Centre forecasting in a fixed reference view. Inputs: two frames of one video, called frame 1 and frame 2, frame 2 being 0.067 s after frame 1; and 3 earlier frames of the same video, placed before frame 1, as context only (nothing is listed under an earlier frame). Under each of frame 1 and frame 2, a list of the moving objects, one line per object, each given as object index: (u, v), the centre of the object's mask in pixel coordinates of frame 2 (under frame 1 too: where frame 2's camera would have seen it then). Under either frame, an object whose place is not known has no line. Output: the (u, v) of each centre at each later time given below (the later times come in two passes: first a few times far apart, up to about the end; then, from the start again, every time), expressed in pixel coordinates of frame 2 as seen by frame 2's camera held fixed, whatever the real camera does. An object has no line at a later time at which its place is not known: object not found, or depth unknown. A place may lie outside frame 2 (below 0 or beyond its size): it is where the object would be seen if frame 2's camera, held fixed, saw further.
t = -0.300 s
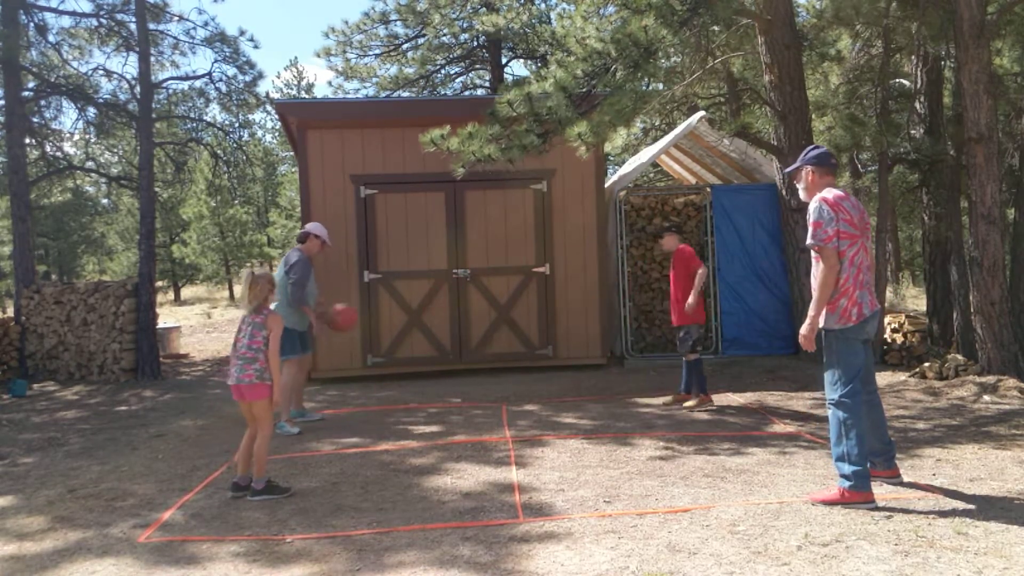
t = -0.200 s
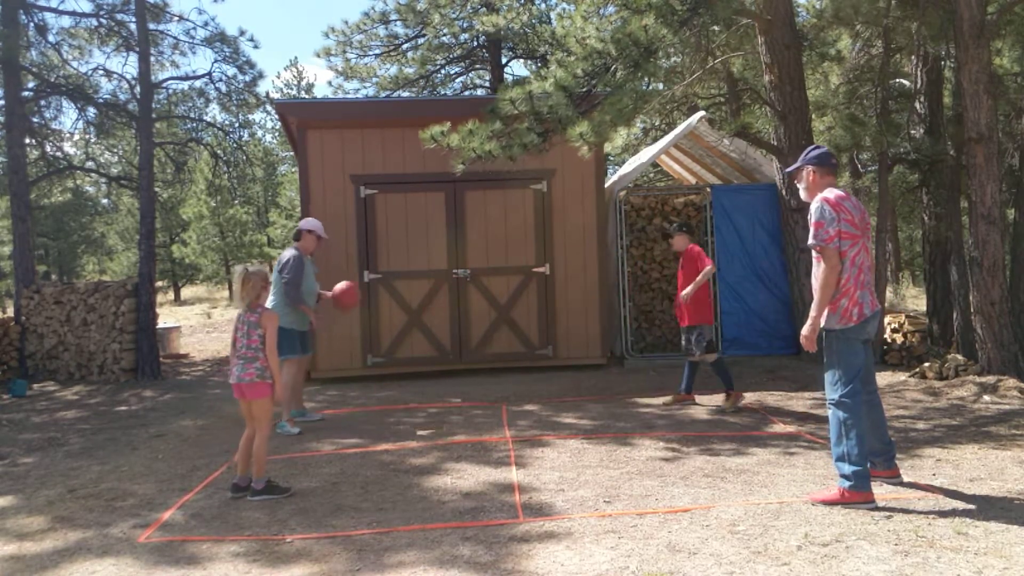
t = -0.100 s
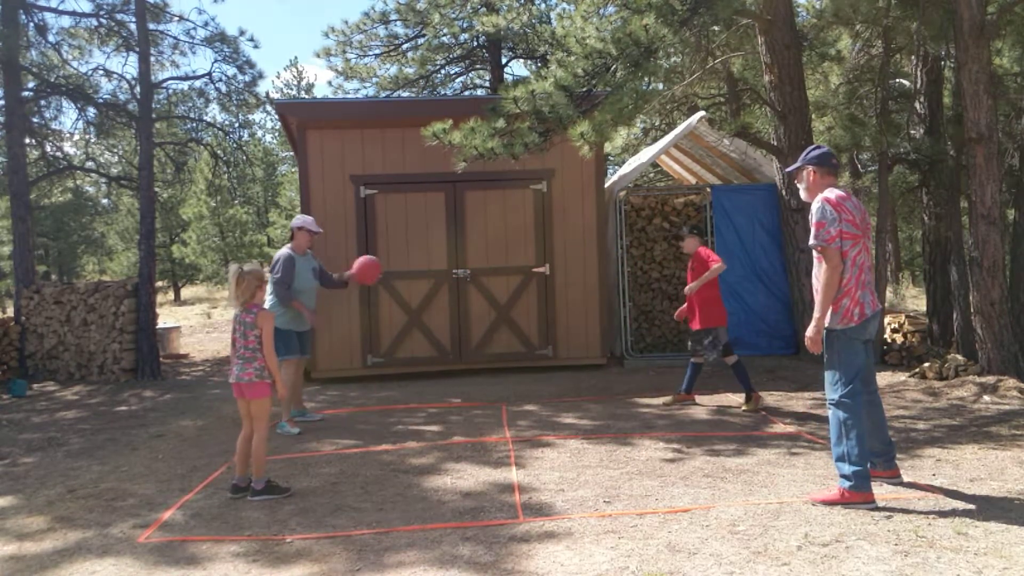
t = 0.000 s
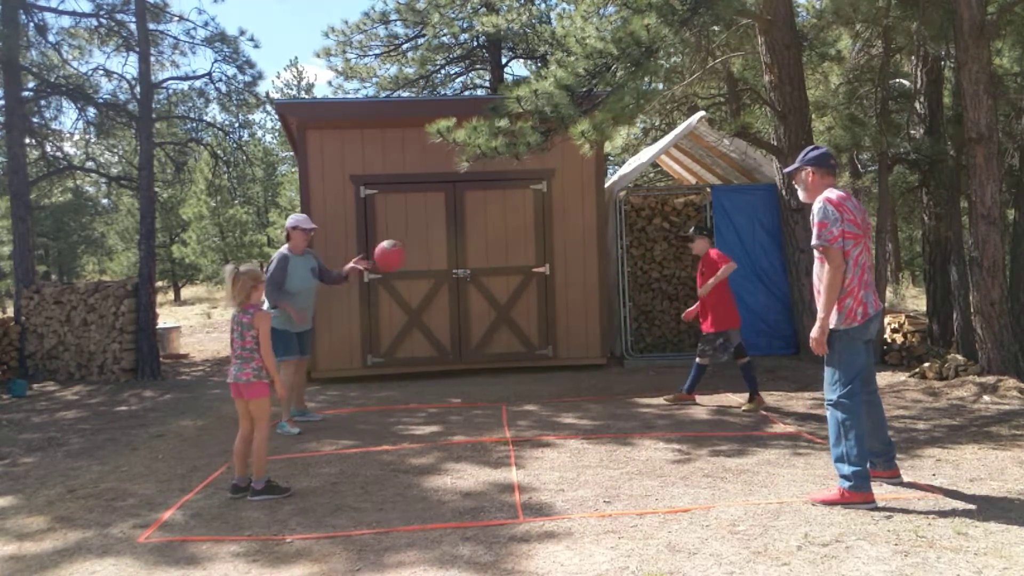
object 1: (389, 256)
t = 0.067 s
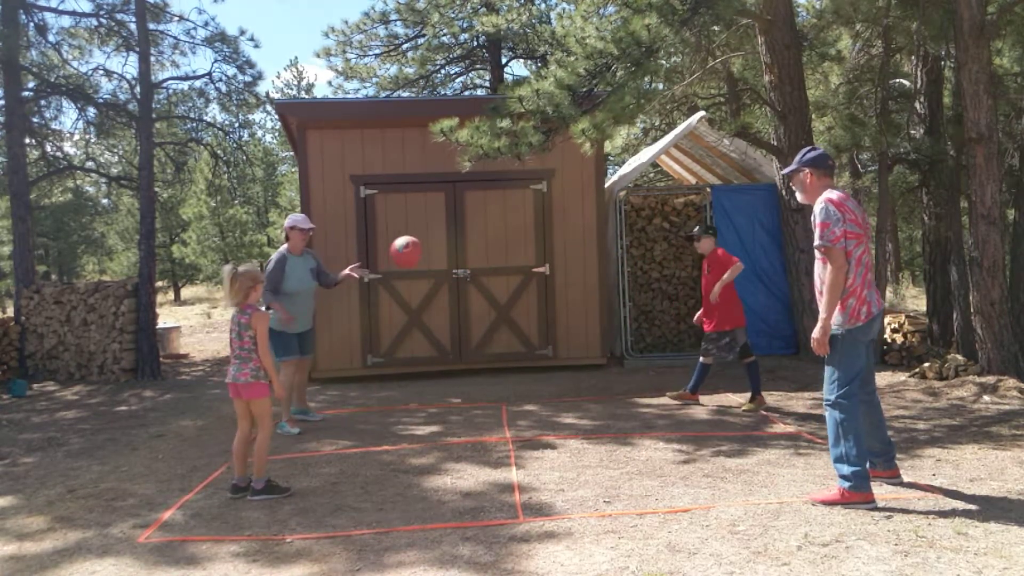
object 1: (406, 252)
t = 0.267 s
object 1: (462, 279)
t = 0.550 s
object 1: (563, 434)
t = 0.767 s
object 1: (618, 369)
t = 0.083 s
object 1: (409, 252)
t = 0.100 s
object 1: (413, 252)
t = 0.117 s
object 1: (418, 253)
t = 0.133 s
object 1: (422, 255)
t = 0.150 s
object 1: (427, 257)
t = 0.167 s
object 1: (432, 258)
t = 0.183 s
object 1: (436, 261)
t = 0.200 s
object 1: (442, 264)
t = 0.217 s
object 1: (447, 266)
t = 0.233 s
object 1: (452, 270)
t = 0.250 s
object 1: (457, 275)
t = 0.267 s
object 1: (462, 279)
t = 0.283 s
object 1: (467, 284)
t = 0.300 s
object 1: (472, 290)
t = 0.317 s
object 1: (478, 296)
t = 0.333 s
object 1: (483, 302)
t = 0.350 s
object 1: (489, 309)
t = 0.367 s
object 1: (494, 316)
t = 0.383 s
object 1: (500, 324)
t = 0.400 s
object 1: (506, 333)
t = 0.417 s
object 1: (512, 342)
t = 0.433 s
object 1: (518, 351)
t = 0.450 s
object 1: (524, 361)
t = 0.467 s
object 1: (531, 372)
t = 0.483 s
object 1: (537, 383)
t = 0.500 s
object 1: (543, 395)
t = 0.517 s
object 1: (549, 407)
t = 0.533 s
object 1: (556, 420)
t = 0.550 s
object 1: (563, 434)
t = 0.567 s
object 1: (570, 449)
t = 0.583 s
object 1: (575, 460)
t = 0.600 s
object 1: (579, 452)
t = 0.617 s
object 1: (582, 441)
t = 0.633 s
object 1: (586, 431)
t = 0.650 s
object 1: (590, 422)
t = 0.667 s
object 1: (593, 414)
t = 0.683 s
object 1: (597, 405)
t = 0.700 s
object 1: (601, 397)
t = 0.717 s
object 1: (605, 389)
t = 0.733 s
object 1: (610, 382)
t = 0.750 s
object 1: (614, 375)
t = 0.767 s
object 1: (618, 369)
